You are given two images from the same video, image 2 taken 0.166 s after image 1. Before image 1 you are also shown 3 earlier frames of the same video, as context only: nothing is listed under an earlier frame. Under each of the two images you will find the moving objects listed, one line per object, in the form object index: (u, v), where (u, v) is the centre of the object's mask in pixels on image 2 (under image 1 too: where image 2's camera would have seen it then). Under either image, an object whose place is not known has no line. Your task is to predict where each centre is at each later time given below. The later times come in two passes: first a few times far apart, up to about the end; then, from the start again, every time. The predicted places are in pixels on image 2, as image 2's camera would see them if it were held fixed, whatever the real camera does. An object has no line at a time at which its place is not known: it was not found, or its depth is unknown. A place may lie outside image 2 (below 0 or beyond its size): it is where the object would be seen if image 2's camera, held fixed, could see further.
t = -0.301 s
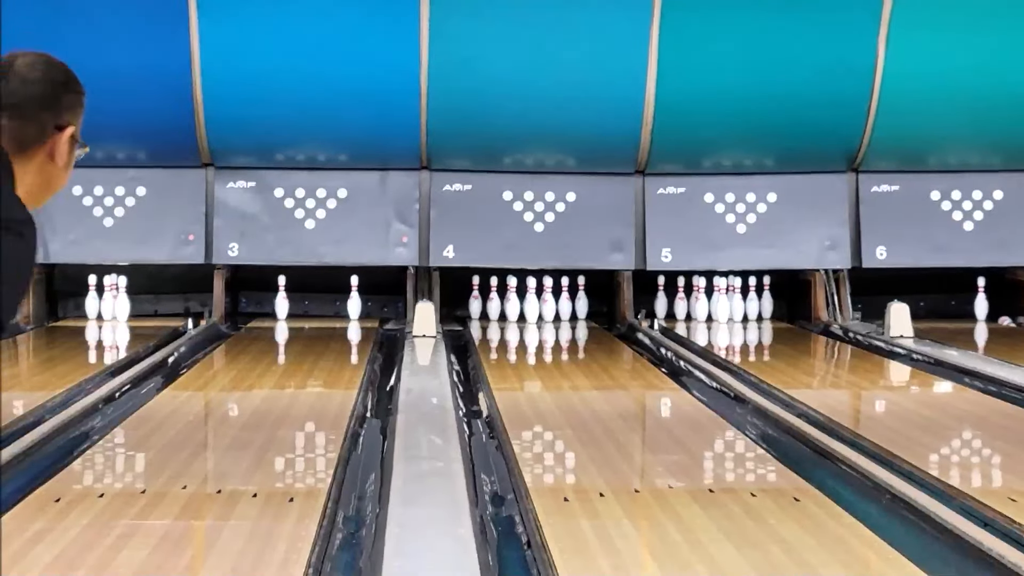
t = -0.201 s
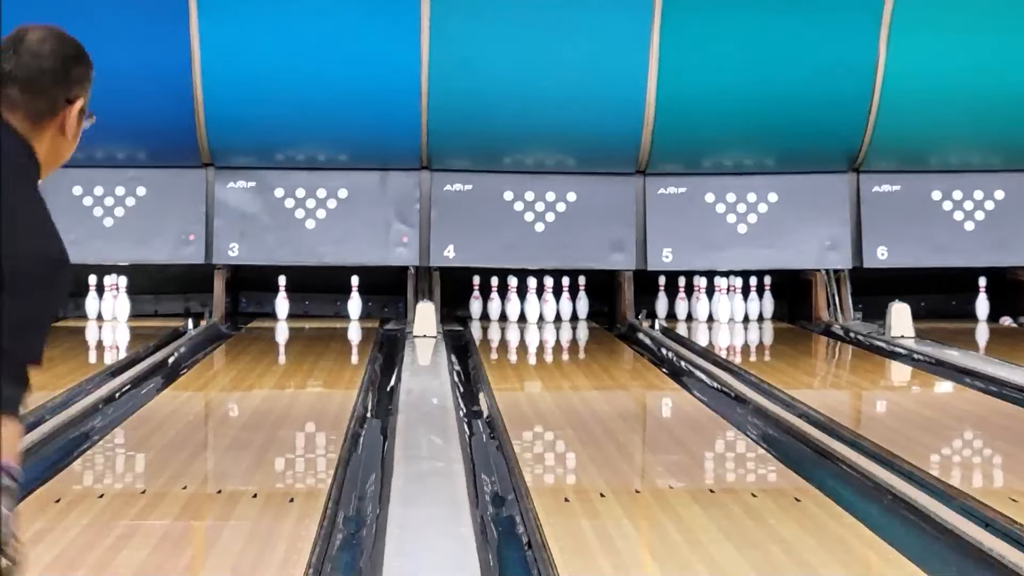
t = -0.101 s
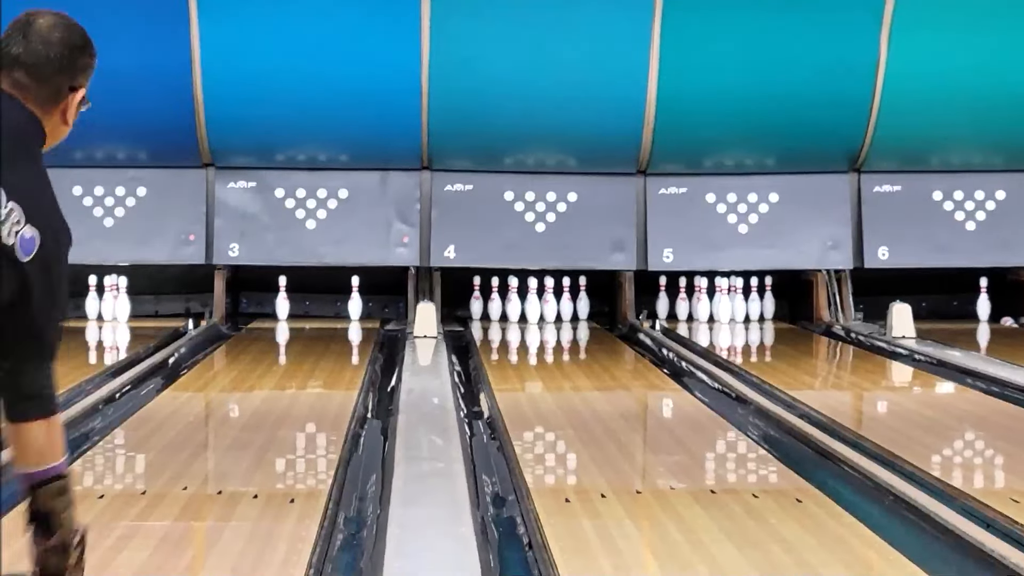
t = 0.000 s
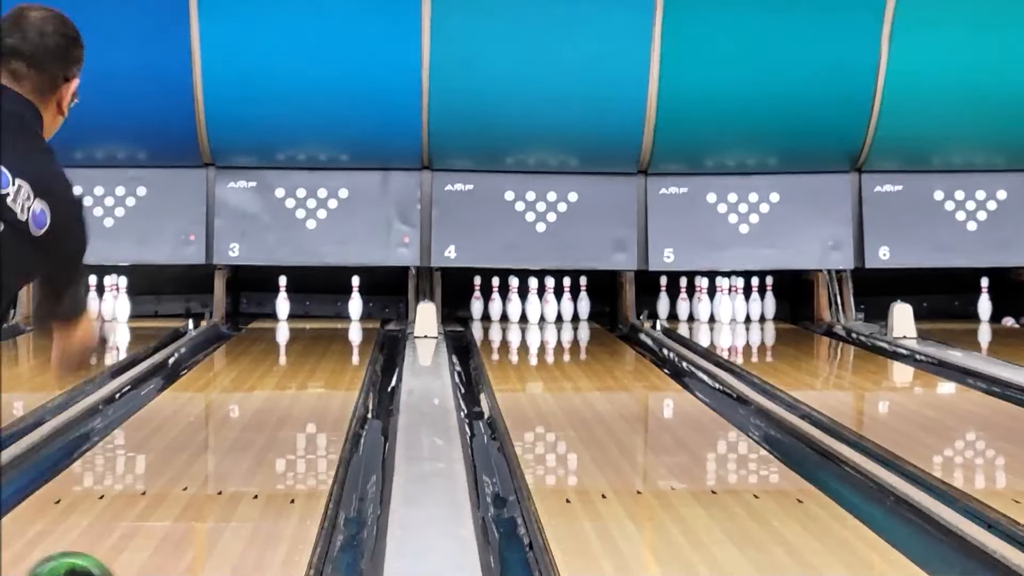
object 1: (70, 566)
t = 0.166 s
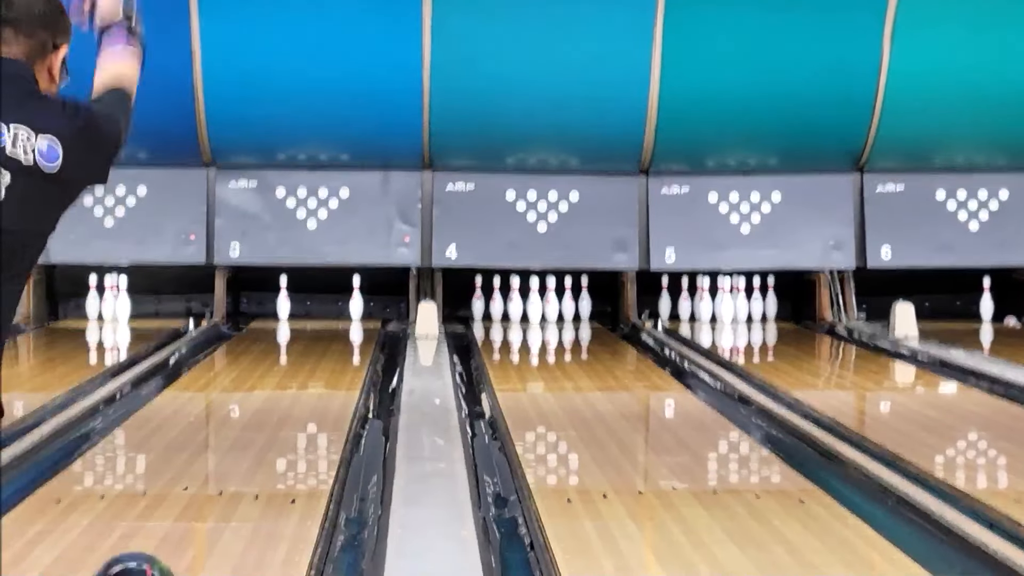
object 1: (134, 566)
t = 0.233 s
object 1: (154, 558)
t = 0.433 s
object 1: (204, 521)
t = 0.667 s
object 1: (243, 473)
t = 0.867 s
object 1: (267, 444)
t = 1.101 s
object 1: (288, 416)
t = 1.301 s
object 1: (301, 396)
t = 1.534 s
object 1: (311, 378)
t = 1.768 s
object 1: (318, 362)
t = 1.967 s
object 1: (323, 351)
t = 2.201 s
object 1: (327, 340)
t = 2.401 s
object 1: (329, 332)
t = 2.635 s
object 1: (329, 324)
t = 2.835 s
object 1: (329, 318)
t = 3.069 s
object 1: (324, 311)
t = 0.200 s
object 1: (145, 562)
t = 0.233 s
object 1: (154, 558)
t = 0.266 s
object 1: (164, 555)
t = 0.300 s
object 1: (173, 550)
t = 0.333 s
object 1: (180, 543)
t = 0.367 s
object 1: (188, 537)
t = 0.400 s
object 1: (196, 530)
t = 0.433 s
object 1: (204, 521)
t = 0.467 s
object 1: (210, 514)
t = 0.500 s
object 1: (216, 506)
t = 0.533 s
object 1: (222, 499)
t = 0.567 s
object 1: (228, 492)
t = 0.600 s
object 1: (233, 485)
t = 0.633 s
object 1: (238, 480)
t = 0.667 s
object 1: (243, 473)
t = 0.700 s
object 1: (248, 468)
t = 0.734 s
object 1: (252, 462)
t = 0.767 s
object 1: (256, 458)
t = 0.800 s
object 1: (260, 453)
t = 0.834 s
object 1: (264, 449)
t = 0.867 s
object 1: (267, 444)
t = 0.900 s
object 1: (271, 440)
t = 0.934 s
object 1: (274, 436)
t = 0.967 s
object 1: (277, 432)
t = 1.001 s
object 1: (280, 427)
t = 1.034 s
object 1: (283, 423)
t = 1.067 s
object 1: (286, 420)
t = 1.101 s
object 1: (288, 416)
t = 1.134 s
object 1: (291, 413)
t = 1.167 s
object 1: (293, 409)
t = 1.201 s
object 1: (295, 406)
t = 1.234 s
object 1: (297, 403)
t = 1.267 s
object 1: (299, 399)
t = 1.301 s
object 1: (301, 396)
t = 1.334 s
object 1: (302, 394)
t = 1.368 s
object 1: (304, 391)
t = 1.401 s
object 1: (306, 388)
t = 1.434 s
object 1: (307, 385)
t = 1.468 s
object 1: (309, 383)
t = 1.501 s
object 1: (310, 381)
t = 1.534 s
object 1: (311, 378)
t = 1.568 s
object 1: (312, 376)
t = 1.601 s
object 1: (313, 374)
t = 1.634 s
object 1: (314, 372)
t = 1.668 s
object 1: (316, 368)
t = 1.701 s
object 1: (317, 366)
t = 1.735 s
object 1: (318, 365)
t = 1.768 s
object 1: (318, 362)
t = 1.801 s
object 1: (320, 361)
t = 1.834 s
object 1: (320, 359)
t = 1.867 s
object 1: (321, 357)
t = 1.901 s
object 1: (322, 355)
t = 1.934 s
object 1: (322, 353)
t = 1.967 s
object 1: (323, 351)
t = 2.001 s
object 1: (323, 350)
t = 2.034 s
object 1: (324, 348)
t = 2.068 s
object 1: (324, 346)
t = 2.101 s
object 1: (325, 345)
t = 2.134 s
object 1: (325, 343)
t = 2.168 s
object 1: (325, 341)
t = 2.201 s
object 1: (327, 340)
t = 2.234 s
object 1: (327, 339)
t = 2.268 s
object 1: (327, 337)
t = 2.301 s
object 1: (328, 337)
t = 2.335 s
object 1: (328, 335)
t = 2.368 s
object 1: (328, 333)
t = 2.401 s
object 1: (329, 332)
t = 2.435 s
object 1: (329, 331)
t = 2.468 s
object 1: (329, 330)
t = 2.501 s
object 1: (329, 329)
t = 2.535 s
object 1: (329, 328)
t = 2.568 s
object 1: (329, 327)
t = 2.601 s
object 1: (329, 325)
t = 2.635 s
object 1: (329, 324)
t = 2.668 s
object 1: (330, 323)
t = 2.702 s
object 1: (330, 322)
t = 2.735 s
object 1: (329, 321)
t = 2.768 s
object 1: (329, 320)
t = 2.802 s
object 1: (329, 319)
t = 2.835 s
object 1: (329, 318)
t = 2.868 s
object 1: (328, 317)
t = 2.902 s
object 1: (328, 317)
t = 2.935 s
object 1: (328, 315)
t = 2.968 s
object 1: (327, 314)
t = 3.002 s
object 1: (326, 313)
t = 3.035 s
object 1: (324, 313)
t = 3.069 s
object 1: (324, 311)
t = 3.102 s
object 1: (324, 311)
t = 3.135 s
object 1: (322, 310)
